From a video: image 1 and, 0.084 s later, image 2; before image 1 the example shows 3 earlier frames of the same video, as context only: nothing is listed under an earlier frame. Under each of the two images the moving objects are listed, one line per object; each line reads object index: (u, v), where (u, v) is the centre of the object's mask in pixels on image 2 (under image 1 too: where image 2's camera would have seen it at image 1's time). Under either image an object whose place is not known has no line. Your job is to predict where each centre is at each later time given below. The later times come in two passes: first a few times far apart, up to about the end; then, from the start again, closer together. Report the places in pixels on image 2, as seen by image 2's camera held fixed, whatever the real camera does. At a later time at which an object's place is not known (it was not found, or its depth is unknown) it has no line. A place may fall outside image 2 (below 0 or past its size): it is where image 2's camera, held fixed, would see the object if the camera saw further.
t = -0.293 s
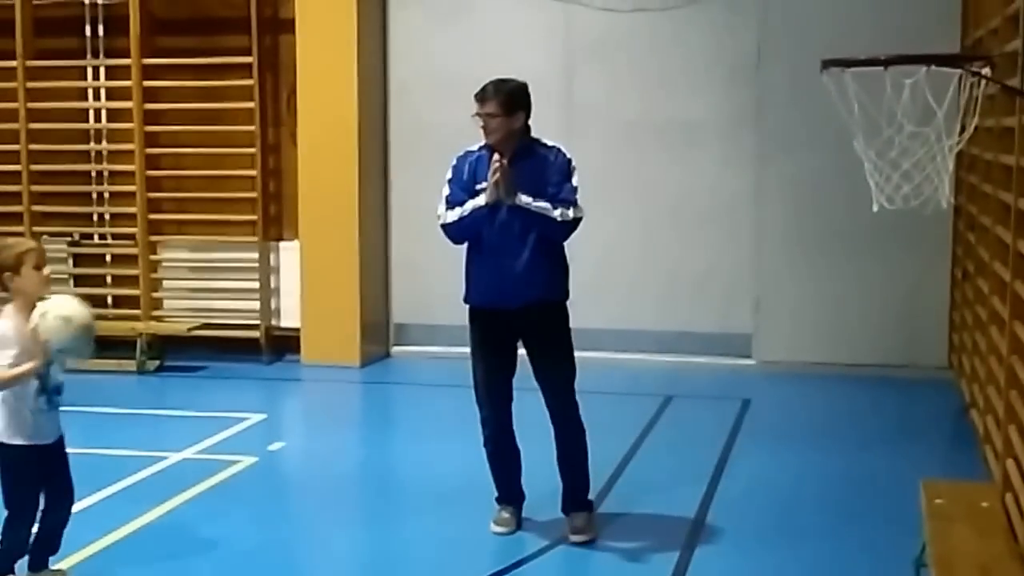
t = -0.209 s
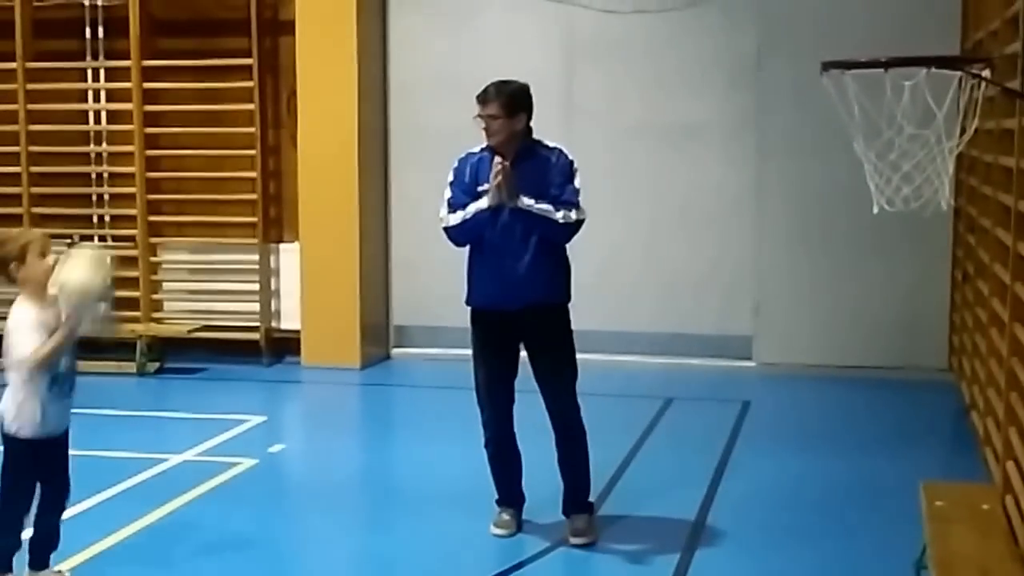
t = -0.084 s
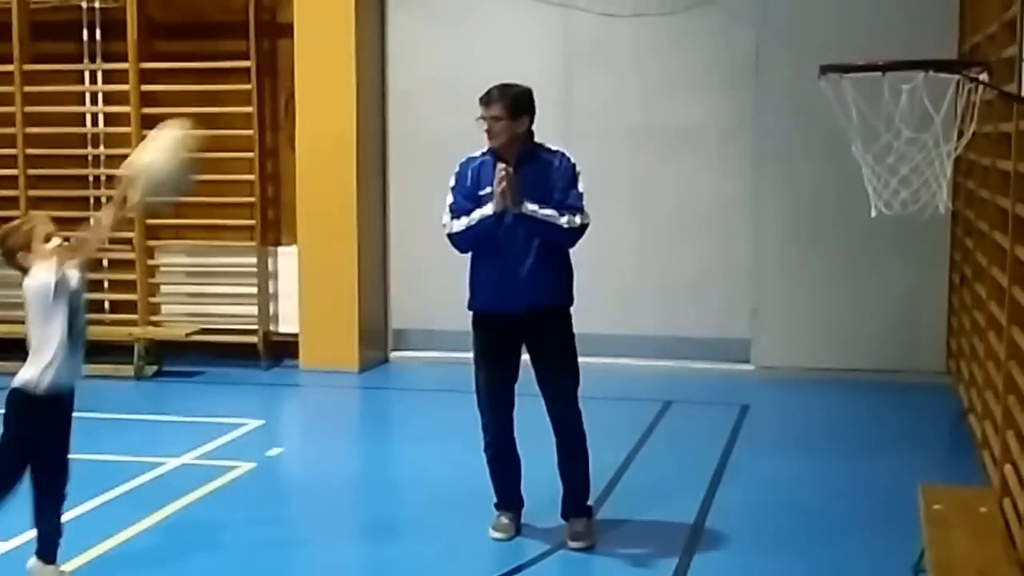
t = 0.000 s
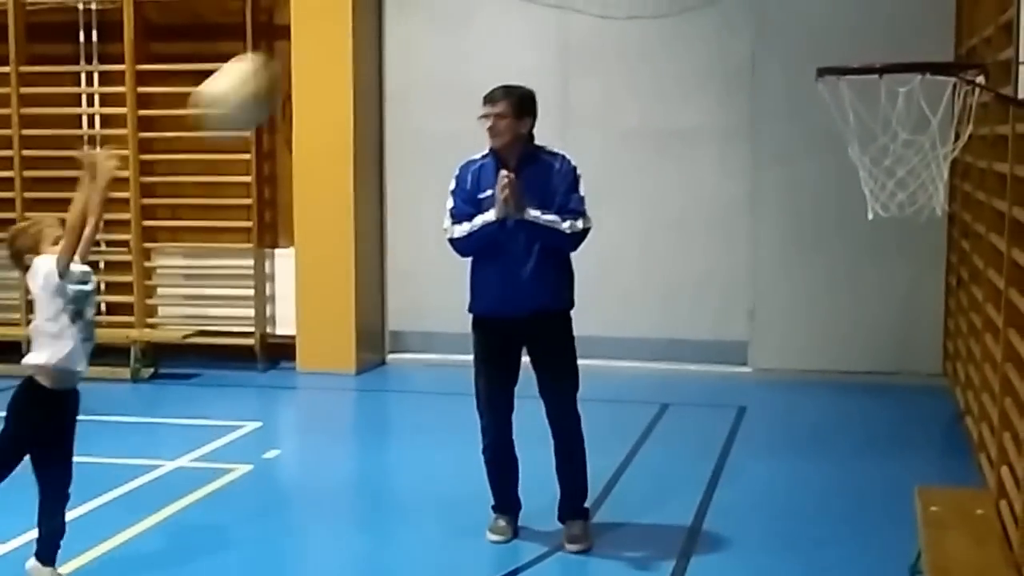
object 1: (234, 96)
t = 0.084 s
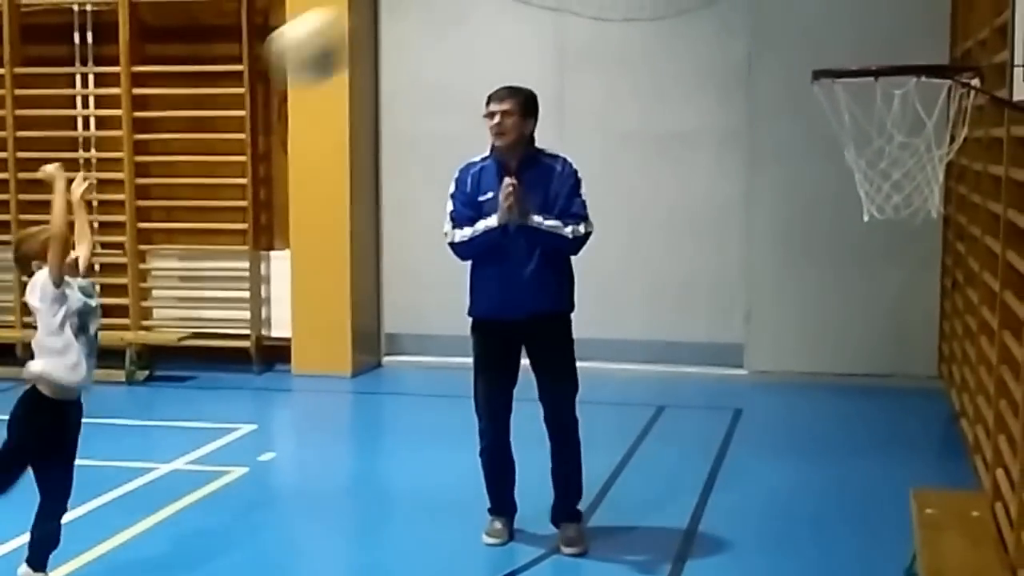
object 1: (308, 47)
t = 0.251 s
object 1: (480, 15)
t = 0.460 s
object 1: (700, 73)
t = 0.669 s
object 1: (935, 326)
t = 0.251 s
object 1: (480, 15)
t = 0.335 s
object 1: (569, 24)
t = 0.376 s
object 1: (614, 34)
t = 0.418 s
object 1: (661, 57)
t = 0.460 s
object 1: (700, 73)
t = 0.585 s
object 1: (845, 203)
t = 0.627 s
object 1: (892, 262)
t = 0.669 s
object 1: (935, 326)
